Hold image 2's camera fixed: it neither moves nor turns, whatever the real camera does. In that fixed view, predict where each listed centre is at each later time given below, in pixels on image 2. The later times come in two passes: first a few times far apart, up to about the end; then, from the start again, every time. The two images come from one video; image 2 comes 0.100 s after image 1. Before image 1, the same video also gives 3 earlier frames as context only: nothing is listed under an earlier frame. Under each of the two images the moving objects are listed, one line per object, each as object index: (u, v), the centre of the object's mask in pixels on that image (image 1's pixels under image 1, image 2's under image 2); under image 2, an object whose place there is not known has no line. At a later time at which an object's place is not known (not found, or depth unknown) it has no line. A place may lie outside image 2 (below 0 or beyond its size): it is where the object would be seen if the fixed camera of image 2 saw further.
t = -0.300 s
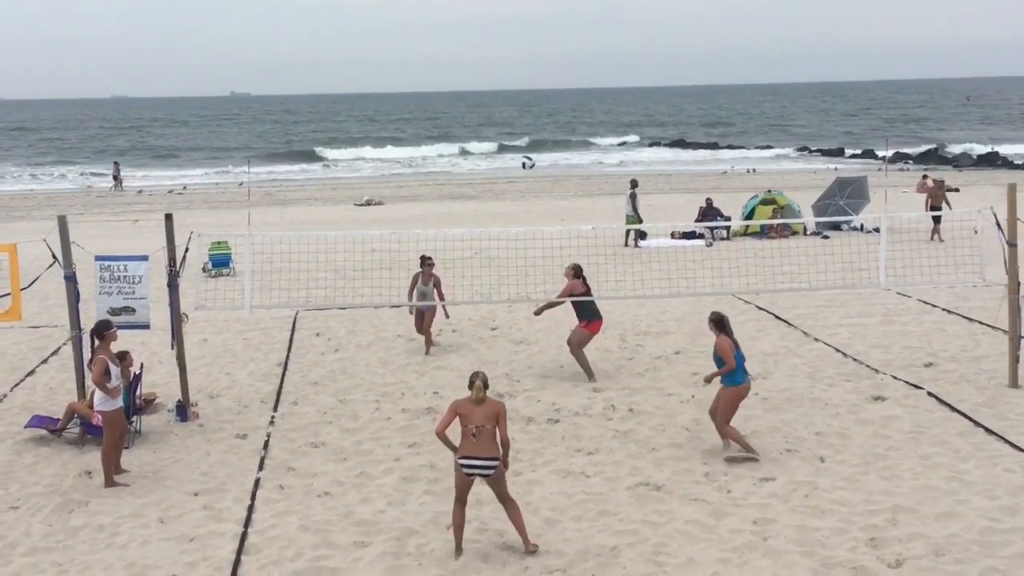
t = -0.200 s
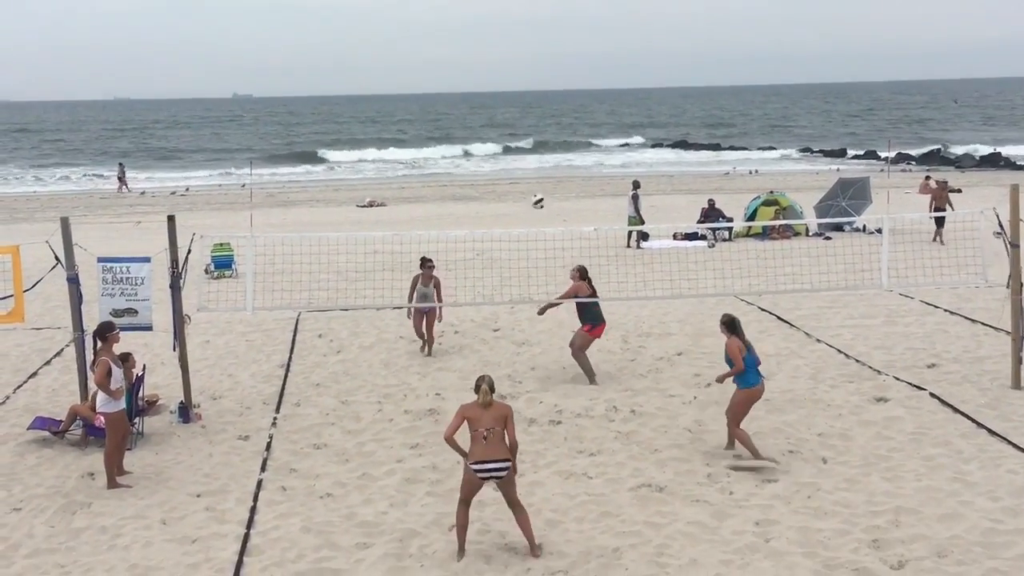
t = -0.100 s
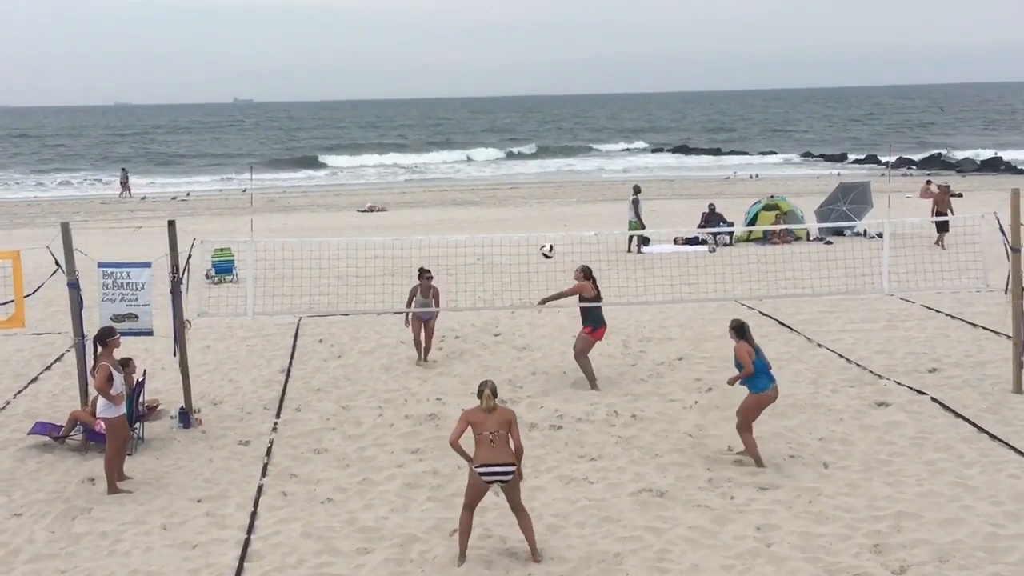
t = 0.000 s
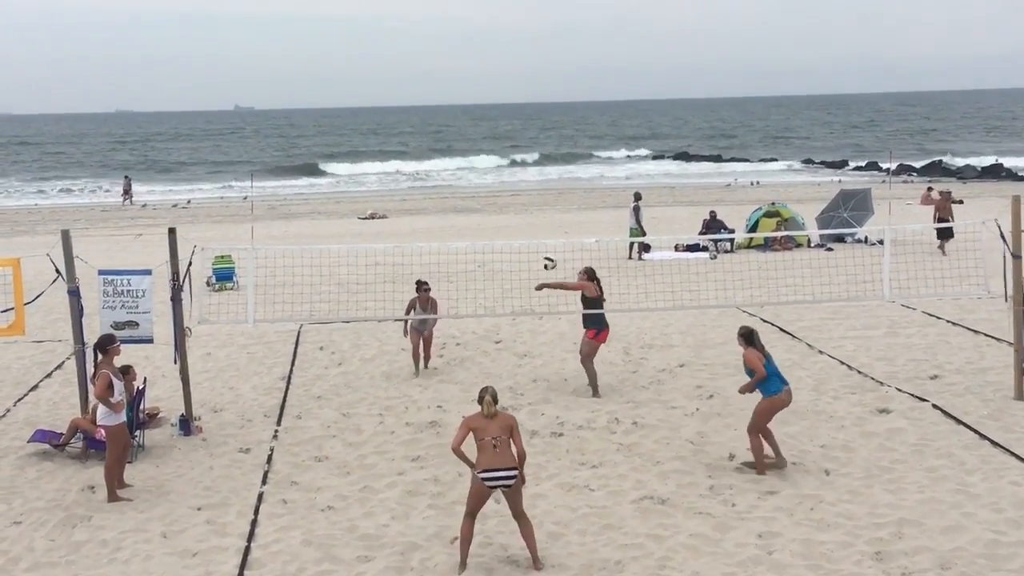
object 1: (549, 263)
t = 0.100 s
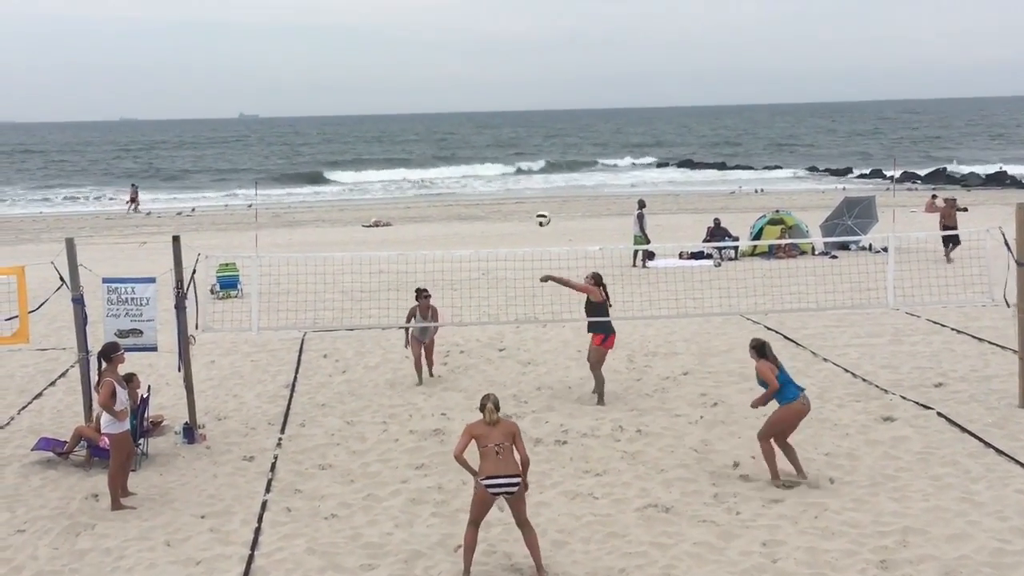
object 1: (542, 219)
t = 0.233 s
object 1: (529, 162)
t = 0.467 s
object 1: (505, 94)
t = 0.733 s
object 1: (478, 66)
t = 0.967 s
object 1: (454, 84)
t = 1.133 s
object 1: (437, 121)
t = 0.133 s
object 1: (539, 203)
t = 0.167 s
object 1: (536, 189)
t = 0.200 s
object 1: (533, 175)
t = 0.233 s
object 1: (529, 162)
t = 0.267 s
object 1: (525, 149)
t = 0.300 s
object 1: (522, 138)
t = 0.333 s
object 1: (519, 127)
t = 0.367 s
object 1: (516, 117)
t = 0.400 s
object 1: (513, 109)
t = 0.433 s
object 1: (509, 101)
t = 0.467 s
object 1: (505, 94)
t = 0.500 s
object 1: (502, 88)
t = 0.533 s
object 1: (498, 82)
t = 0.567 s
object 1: (495, 77)
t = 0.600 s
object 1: (492, 73)
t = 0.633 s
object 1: (488, 70)
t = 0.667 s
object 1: (484, 68)
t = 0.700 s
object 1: (481, 67)
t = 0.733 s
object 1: (478, 66)
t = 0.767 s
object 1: (474, 66)
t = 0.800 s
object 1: (471, 67)
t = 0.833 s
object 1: (467, 69)
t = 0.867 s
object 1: (464, 71)
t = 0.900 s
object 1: (461, 75)
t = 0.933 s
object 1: (457, 79)
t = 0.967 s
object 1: (454, 84)
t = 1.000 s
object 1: (450, 90)
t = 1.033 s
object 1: (447, 96)
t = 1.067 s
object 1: (443, 104)
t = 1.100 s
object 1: (440, 111)
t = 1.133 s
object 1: (437, 121)
